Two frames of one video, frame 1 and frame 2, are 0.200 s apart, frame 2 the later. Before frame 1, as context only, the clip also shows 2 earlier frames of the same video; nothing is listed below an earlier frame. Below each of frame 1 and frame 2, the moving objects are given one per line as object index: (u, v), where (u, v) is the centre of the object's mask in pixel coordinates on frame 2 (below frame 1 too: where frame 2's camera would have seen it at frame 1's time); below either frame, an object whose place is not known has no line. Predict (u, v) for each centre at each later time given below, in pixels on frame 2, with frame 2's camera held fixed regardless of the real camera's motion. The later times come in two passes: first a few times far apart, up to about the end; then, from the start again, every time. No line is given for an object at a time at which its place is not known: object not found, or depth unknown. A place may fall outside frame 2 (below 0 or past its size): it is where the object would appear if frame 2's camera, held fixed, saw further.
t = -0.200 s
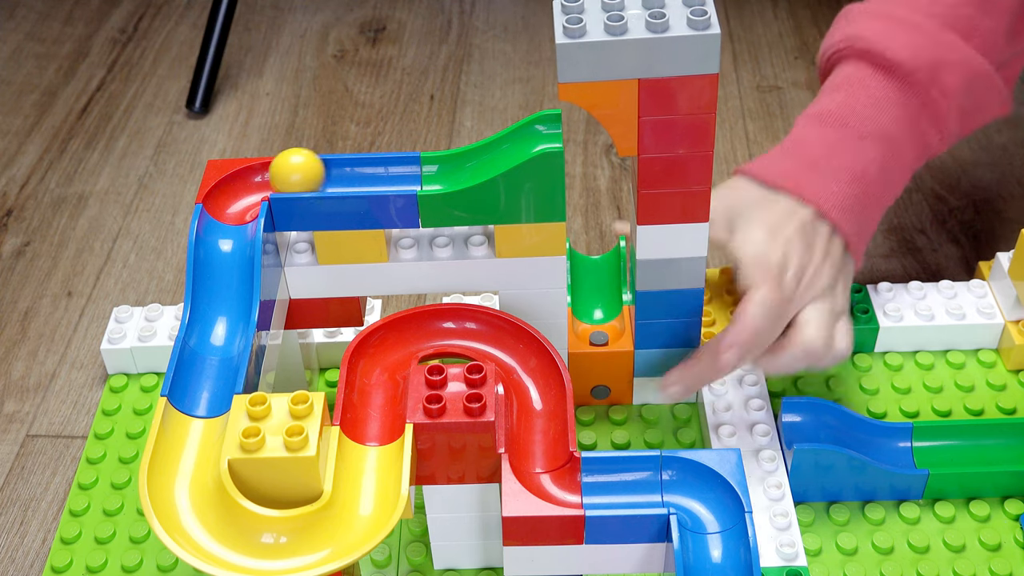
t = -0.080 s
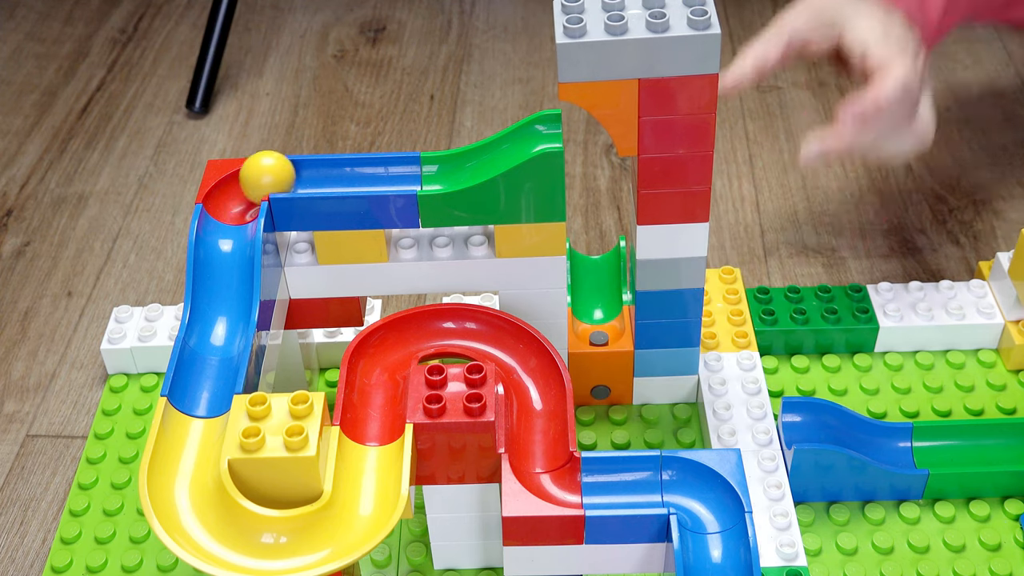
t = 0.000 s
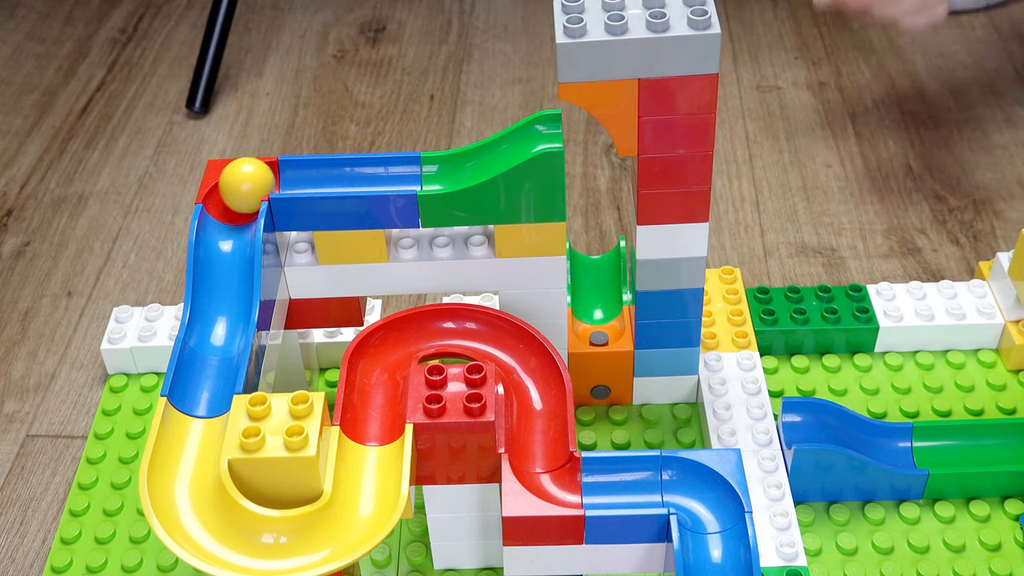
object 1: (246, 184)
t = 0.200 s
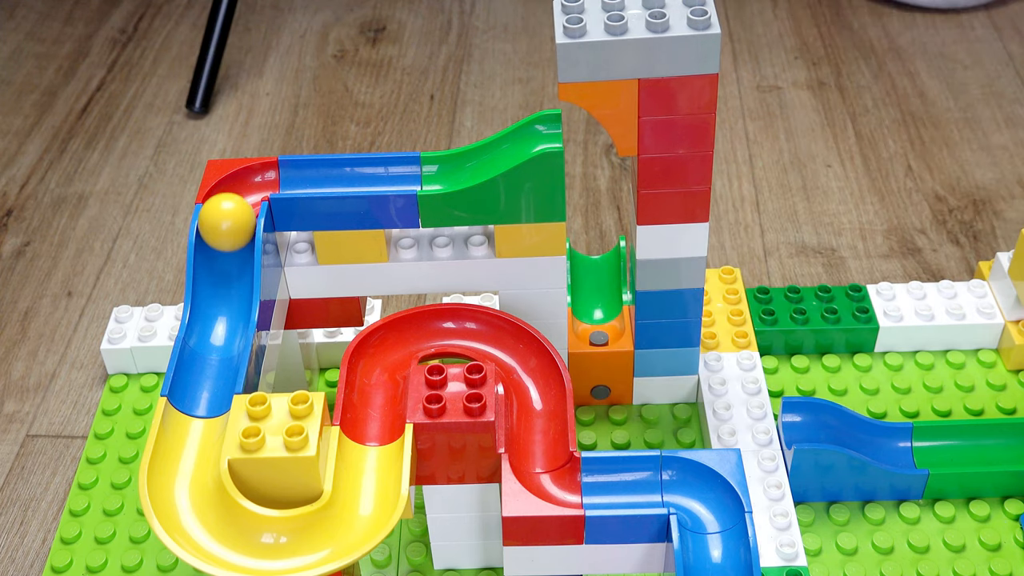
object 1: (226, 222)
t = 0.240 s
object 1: (224, 236)
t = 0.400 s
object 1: (207, 368)
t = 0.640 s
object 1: (283, 543)
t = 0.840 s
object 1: (374, 406)
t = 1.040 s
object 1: (484, 331)
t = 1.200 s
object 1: (537, 443)
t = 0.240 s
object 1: (224, 236)
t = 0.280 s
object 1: (223, 260)
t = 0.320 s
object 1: (221, 299)
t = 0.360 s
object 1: (213, 335)
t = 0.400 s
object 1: (207, 368)
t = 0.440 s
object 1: (198, 405)
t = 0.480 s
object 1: (190, 440)
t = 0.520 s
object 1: (179, 479)
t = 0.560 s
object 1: (198, 515)
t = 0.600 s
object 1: (236, 539)
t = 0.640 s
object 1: (283, 543)
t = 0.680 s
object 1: (326, 532)
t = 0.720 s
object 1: (359, 510)
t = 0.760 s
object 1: (367, 474)
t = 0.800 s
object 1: (371, 439)
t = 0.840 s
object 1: (374, 406)
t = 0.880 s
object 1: (377, 375)
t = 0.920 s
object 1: (384, 349)
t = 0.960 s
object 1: (407, 332)
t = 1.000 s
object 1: (444, 324)
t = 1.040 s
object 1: (484, 331)
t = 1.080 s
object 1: (517, 351)
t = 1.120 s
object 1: (535, 384)
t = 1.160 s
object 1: (536, 414)
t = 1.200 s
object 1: (537, 443)
